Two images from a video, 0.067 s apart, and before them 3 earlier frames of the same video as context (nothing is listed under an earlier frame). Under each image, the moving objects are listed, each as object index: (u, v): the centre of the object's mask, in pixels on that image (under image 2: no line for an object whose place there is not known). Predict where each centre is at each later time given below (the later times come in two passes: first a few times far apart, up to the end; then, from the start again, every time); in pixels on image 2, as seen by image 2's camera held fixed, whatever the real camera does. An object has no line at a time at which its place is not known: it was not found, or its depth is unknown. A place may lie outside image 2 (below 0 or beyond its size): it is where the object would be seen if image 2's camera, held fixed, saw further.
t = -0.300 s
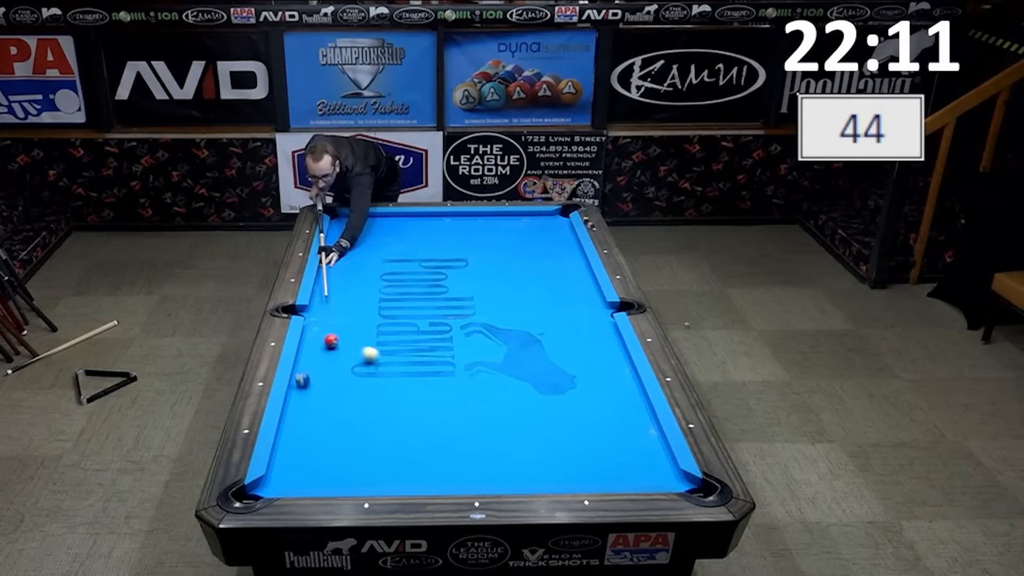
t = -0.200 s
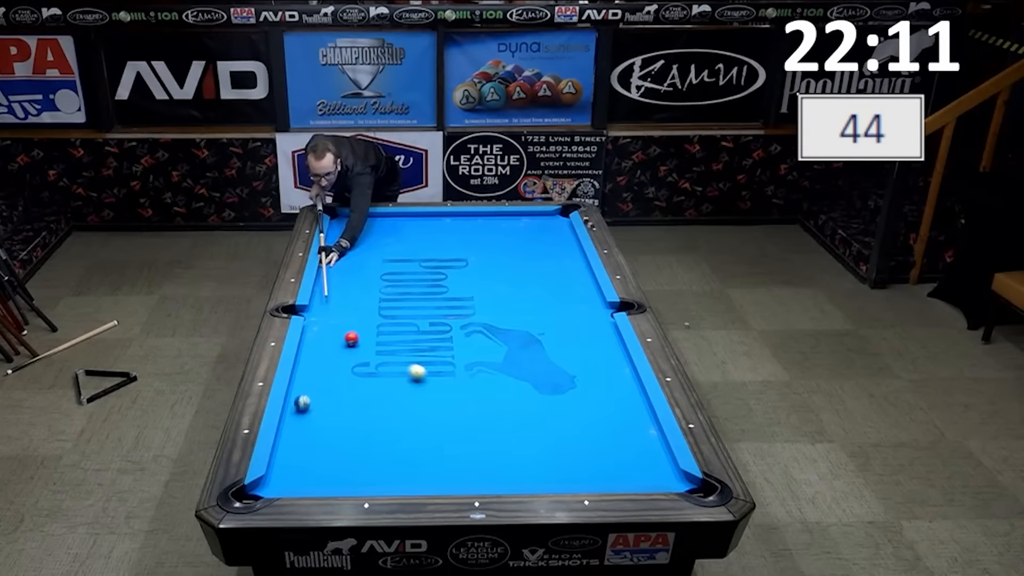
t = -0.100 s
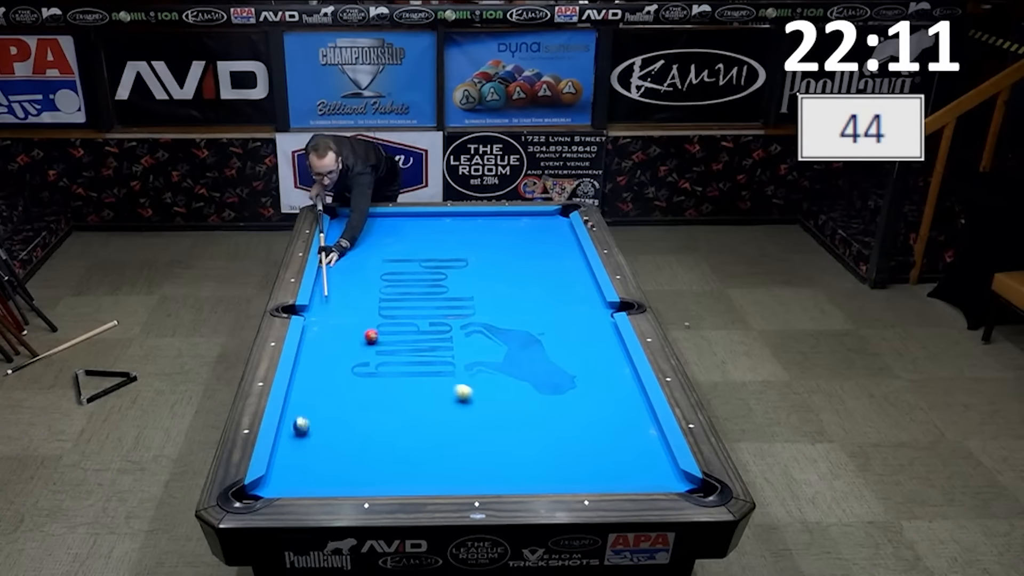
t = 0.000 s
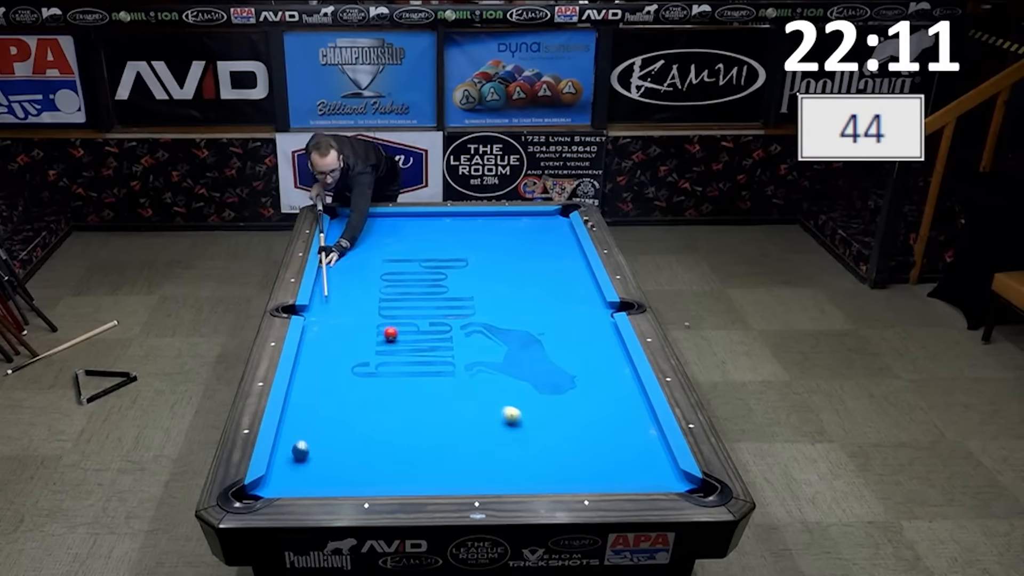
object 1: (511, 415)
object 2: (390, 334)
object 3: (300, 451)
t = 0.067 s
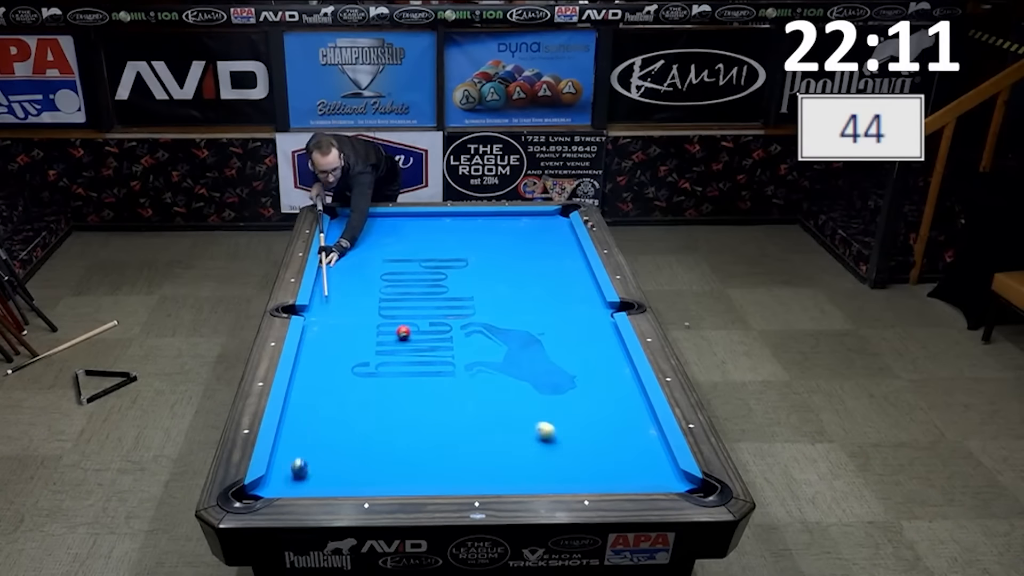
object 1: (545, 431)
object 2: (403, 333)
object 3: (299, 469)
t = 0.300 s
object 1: (676, 475)
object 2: (446, 327)
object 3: (305, 459)
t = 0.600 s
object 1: (605, 469)
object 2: (499, 321)
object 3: (313, 420)
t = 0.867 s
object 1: (565, 460)
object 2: (543, 315)
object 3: (320, 391)
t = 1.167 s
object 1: (523, 449)
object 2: (590, 310)
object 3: (326, 362)
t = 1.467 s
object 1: (485, 440)
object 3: (332, 337)
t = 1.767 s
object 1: (450, 431)
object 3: (336, 316)
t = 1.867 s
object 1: (438, 428)
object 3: (337, 308)
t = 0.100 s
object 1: (563, 440)
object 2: (410, 332)
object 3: (299, 478)
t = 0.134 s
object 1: (582, 448)
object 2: (416, 331)
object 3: (299, 482)
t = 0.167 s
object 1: (601, 457)
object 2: (421, 330)
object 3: (301, 479)
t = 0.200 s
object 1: (620, 466)
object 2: (428, 329)
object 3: (302, 474)
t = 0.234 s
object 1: (640, 474)
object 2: (434, 329)
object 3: (303, 469)
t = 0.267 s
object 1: (661, 477)
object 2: (440, 328)
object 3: (304, 463)
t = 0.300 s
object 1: (676, 475)
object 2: (446, 327)
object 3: (305, 459)
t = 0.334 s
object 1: (666, 476)
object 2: (452, 327)
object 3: (306, 454)
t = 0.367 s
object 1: (655, 478)
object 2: (458, 326)
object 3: (307, 449)
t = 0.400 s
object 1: (646, 477)
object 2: (464, 325)
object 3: (308, 445)
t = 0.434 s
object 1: (637, 476)
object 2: (470, 324)
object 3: (309, 440)
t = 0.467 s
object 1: (629, 475)
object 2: (476, 324)
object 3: (310, 436)
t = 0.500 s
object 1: (623, 474)
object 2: (482, 323)
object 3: (311, 432)
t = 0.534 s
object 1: (616, 472)
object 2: (488, 322)
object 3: (311, 428)
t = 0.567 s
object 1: (611, 471)
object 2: (493, 322)
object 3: (312, 424)
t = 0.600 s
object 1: (605, 469)
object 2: (499, 321)
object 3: (313, 420)
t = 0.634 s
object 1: (600, 468)
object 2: (505, 320)
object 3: (314, 416)
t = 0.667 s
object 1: (595, 467)
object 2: (510, 319)
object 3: (315, 412)
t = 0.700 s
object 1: (590, 466)
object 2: (516, 319)
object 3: (316, 408)
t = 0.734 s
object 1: (585, 465)
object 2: (521, 318)
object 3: (317, 404)
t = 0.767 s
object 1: (579, 463)
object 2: (527, 318)
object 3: (317, 401)
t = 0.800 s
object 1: (574, 462)
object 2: (532, 317)
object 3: (318, 397)
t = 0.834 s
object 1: (570, 461)
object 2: (538, 316)
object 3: (319, 394)
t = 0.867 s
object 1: (565, 460)
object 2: (543, 315)
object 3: (320, 391)
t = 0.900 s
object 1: (560, 459)
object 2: (549, 315)
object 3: (321, 387)
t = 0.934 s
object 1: (555, 457)
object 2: (554, 314)
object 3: (321, 383)
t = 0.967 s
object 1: (553, 457)
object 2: (556, 314)
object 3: (321, 382)
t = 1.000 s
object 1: (546, 455)
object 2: (564, 313)
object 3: (323, 377)
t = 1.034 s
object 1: (541, 454)
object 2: (570, 313)
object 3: (323, 374)
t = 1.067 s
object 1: (536, 453)
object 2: (575, 312)
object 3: (324, 371)
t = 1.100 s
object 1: (532, 452)
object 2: (580, 311)
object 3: (325, 368)
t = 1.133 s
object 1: (527, 450)
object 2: (585, 310)
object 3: (325, 365)
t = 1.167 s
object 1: (523, 449)
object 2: (590, 310)
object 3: (326, 362)
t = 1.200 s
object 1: (519, 448)
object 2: (595, 309)
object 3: (327, 359)
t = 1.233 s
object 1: (514, 447)
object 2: (600, 309)
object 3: (328, 356)
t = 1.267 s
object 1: (510, 446)
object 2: (606, 308)
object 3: (328, 353)
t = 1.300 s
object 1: (506, 445)
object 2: (610, 307)
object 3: (329, 350)
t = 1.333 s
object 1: (501, 444)
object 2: (615, 307)
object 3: (329, 347)
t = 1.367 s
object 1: (499, 443)
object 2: (617, 307)
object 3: (329, 346)
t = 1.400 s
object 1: (493, 442)
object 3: (331, 342)
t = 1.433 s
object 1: (489, 441)
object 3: (331, 339)
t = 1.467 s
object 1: (485, 440)
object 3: (332, 337)
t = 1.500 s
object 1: (481, 439)
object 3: (332, 335)
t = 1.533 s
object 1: (477, 438)
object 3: (332, 332)
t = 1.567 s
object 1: (473, 437)
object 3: (333, 329)
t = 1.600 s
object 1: (469, 436)
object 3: (334, 327)
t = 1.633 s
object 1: (465, 435)
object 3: (335, 325)
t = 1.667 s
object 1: (461, 434)
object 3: (335, 322)
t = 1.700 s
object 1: (457, 433)
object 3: (335, 320)
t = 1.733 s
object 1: (455, 433)
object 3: (336, 319)
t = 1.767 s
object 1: (450, 431)
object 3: (336, 316)
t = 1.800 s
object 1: (446, 430)
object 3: (337, 314)
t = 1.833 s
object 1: (442, 429)
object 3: (337, 311)
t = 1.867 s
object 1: (438, 428)
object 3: (337, 308)
